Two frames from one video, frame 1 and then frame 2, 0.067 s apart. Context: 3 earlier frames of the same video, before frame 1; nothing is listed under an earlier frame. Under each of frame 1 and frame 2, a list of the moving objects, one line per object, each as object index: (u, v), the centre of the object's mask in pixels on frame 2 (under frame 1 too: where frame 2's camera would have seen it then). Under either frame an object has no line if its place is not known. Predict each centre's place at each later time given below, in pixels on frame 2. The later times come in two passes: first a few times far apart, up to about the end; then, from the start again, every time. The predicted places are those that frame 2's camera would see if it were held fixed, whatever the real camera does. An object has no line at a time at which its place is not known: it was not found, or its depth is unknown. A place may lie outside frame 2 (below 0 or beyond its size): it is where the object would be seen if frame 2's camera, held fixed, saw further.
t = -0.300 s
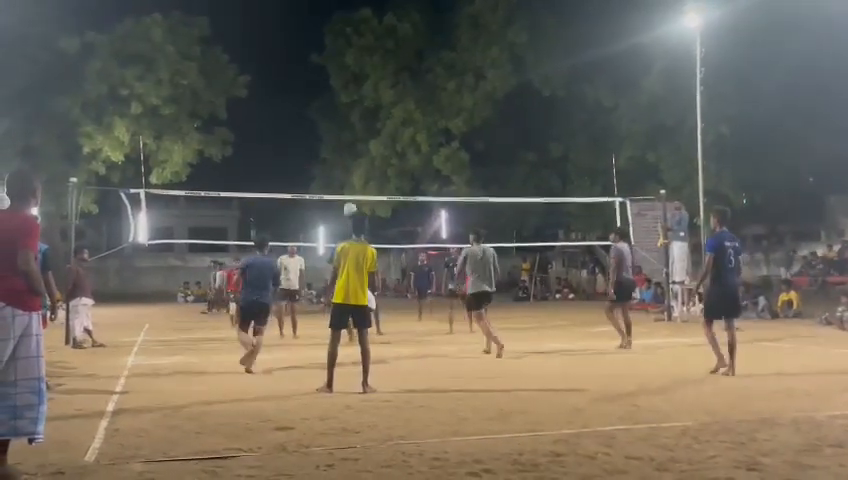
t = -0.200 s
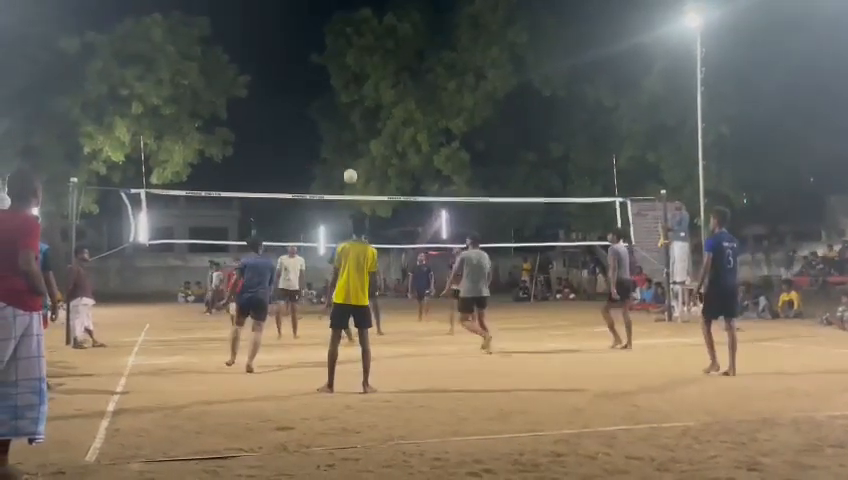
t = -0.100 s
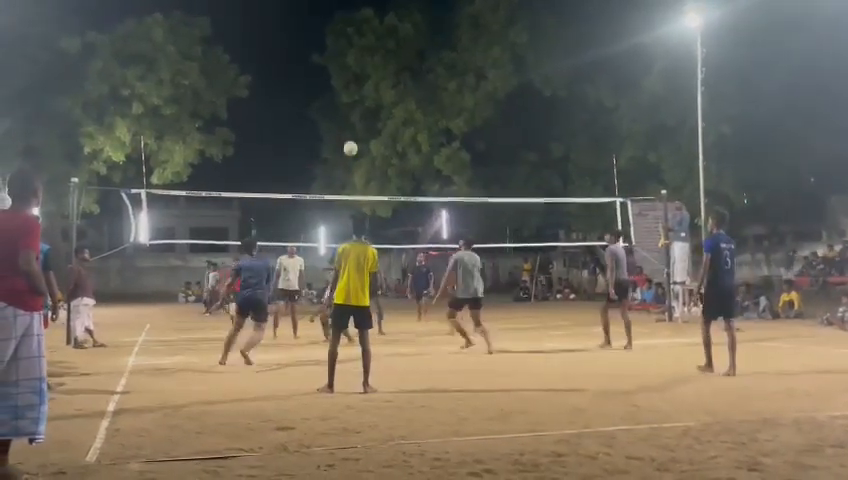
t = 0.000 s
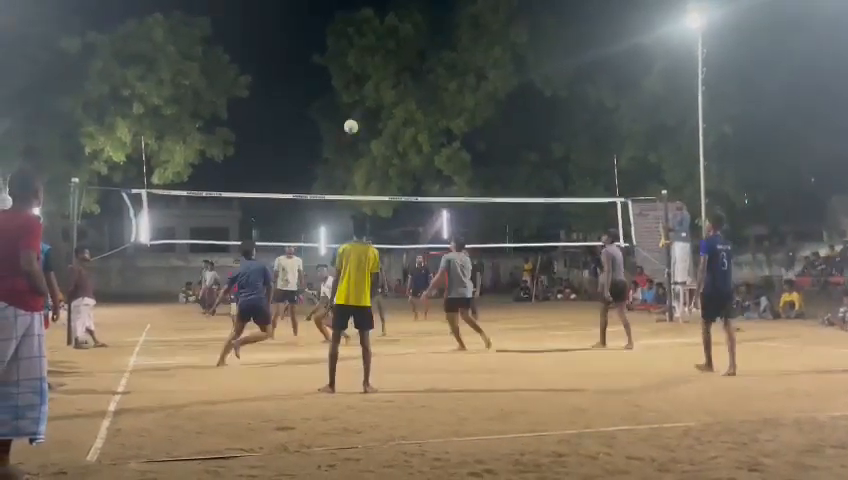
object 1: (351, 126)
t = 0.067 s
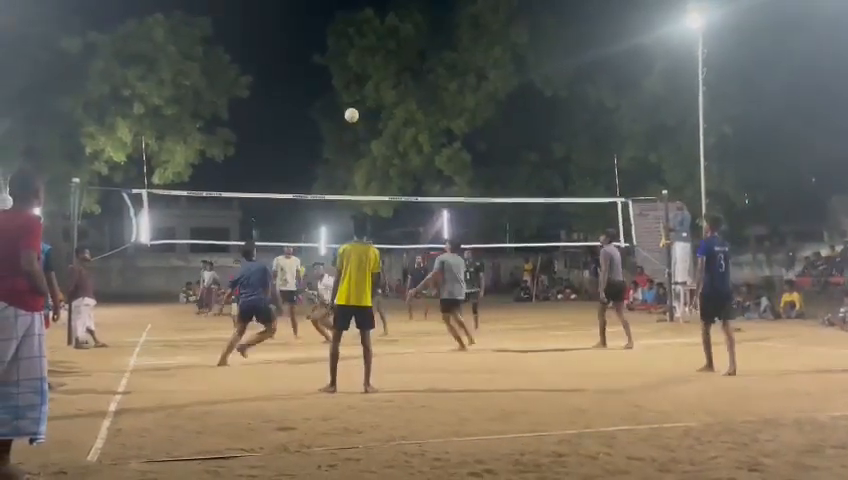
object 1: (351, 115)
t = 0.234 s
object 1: (352, 98)
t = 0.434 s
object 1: (353, 101)
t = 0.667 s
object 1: (354, 138)
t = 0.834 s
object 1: (354, 186)
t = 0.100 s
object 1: (352, 110)
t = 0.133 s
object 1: (352, 106)
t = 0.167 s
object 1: (352, 103)
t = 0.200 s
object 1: (352, 100)
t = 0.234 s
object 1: (352, 98)
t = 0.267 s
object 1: (352, 97)
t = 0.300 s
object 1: (352, 97)
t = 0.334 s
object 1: (352, 97)
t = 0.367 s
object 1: (352, 97)
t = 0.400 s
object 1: (352, 99)
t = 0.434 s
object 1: (353, 101)
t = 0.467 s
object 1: (353, 104)
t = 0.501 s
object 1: (353, 108)
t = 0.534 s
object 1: (353, 112)
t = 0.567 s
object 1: (353, 117)
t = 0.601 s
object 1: (354, 123)
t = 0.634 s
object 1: (354, 130)
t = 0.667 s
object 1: (354, 138)
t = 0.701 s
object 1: (354, 146)
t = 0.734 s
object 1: (354, 154)
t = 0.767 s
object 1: (354, 164)
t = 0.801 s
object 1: (354, 174)
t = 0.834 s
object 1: (354, 186)
